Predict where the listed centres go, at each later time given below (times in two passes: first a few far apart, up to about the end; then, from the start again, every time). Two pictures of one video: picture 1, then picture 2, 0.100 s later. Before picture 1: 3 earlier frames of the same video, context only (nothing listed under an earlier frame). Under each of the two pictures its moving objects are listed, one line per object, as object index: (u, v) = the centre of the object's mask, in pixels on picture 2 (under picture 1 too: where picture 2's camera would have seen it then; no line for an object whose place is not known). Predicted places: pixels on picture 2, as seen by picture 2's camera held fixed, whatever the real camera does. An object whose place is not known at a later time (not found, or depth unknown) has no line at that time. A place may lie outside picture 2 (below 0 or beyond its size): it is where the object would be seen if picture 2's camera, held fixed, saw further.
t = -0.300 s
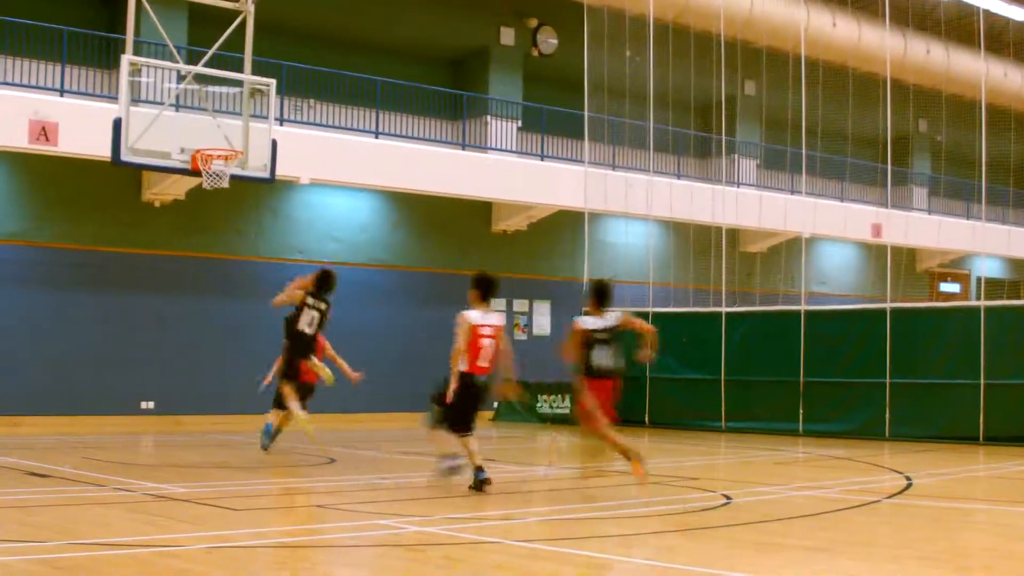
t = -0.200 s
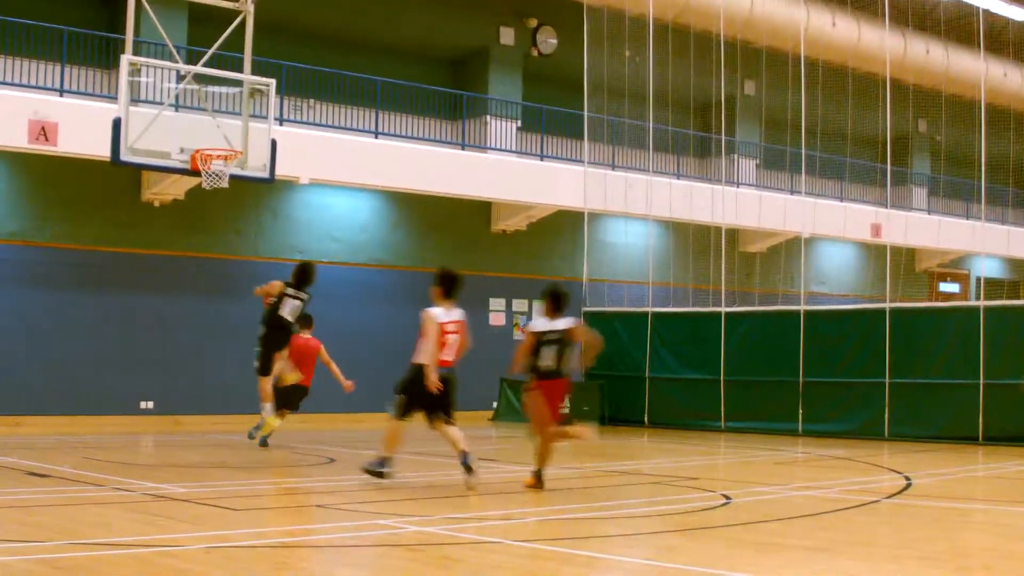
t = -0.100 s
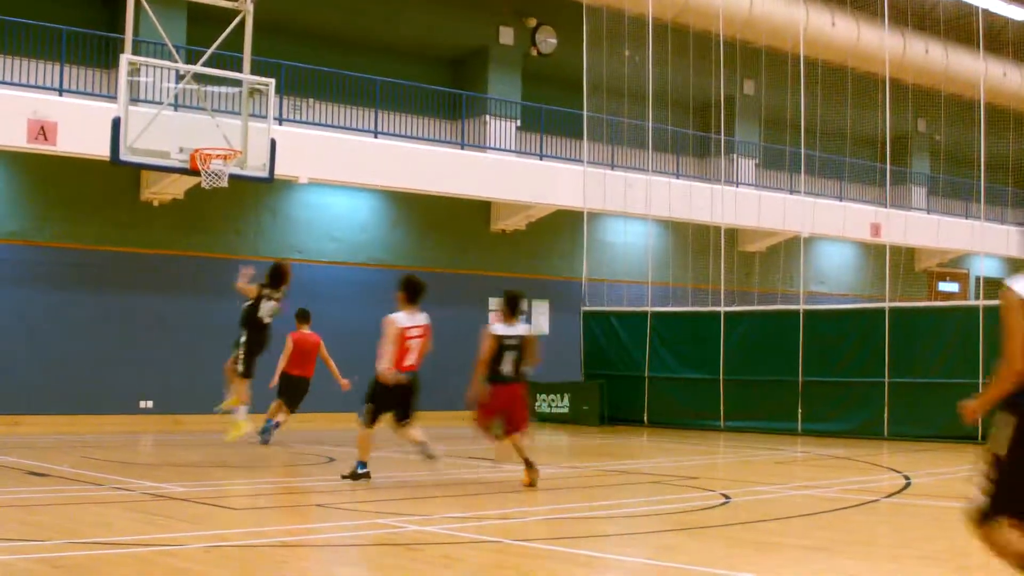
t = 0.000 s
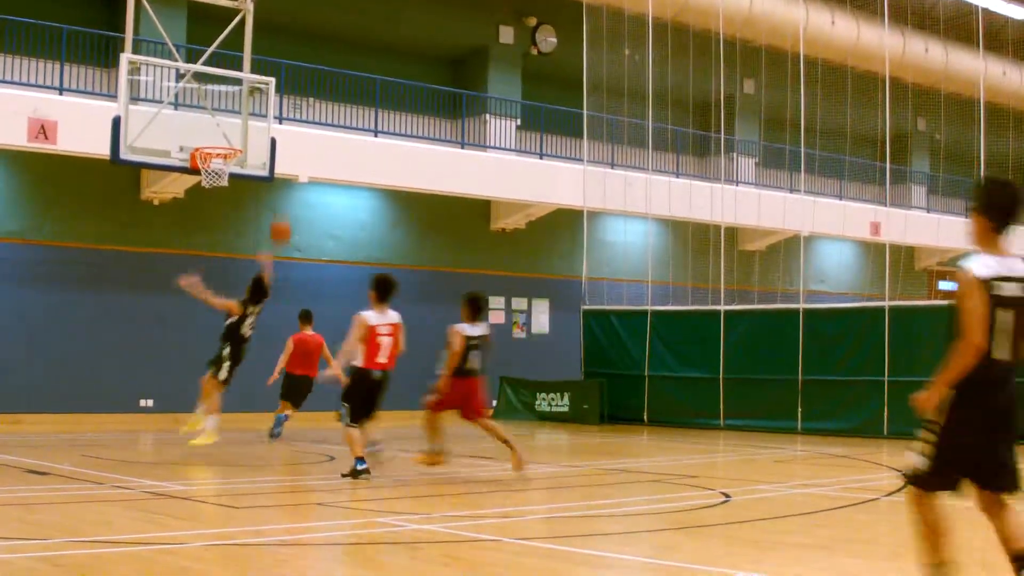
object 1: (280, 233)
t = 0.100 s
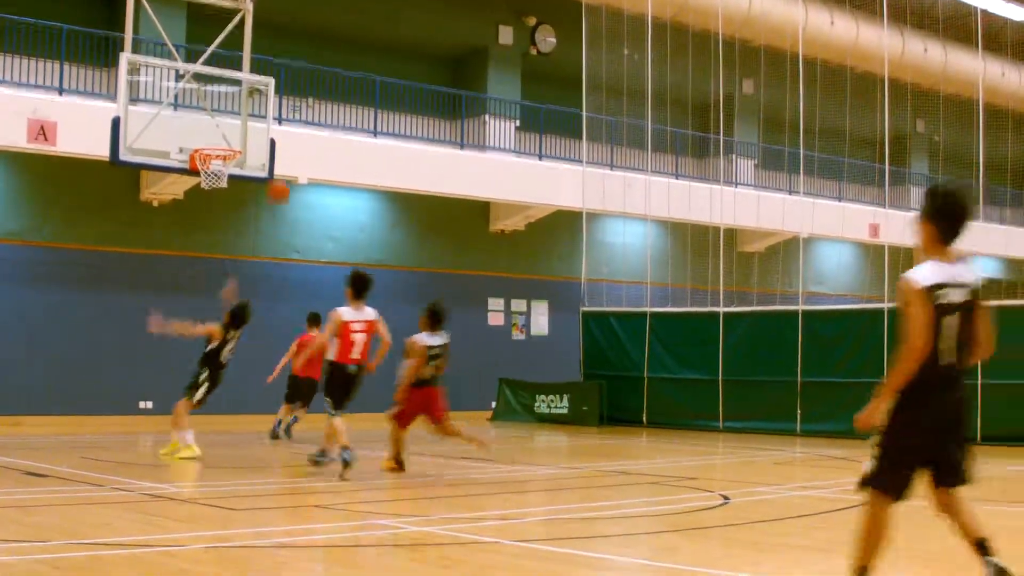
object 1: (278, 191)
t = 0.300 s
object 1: (273, 136)
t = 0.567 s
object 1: (268, 117)
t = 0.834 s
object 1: (258, 161)
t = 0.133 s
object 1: (278, 180)
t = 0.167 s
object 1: (277, 170)
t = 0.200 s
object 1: (276, 160)
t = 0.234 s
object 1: (275, 151)
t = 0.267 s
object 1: (274, 143)
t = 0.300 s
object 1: (273, 136)
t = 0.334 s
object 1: (272, 130)
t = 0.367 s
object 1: (271, 126)
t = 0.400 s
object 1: (271, 121)
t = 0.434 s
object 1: (270, 119)
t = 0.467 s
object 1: (270, 117)
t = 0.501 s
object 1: (269, 116)
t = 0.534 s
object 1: (269, 116)
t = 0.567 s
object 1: (268, 117)
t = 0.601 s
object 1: (267, 118)
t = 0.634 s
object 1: (266, 121)
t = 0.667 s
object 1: (264, 125)
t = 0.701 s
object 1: (263, 130)
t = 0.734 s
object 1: (262, 136)
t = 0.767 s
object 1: (261, 143)
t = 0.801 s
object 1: (260, 151)
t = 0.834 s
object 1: (258, 161)
